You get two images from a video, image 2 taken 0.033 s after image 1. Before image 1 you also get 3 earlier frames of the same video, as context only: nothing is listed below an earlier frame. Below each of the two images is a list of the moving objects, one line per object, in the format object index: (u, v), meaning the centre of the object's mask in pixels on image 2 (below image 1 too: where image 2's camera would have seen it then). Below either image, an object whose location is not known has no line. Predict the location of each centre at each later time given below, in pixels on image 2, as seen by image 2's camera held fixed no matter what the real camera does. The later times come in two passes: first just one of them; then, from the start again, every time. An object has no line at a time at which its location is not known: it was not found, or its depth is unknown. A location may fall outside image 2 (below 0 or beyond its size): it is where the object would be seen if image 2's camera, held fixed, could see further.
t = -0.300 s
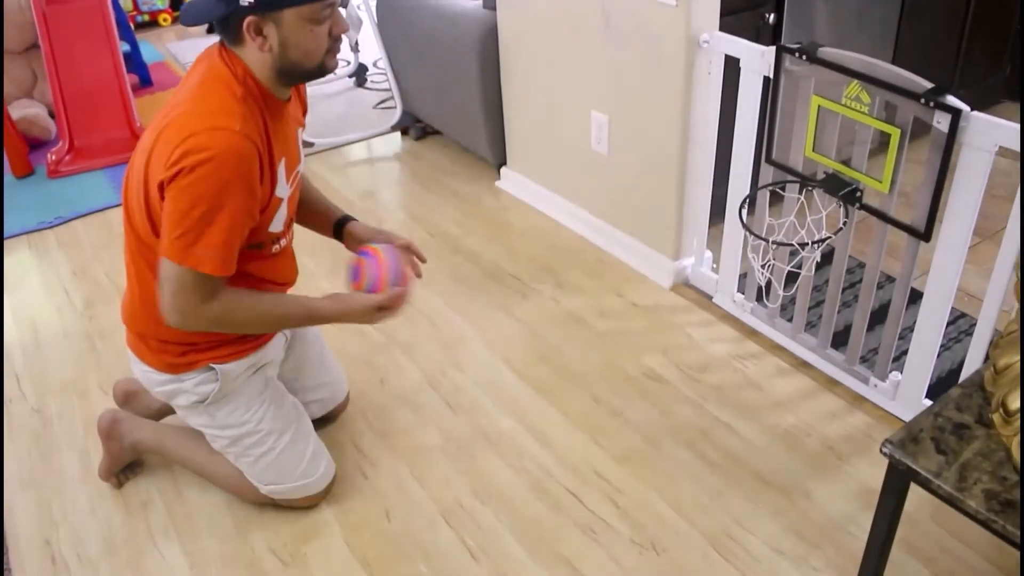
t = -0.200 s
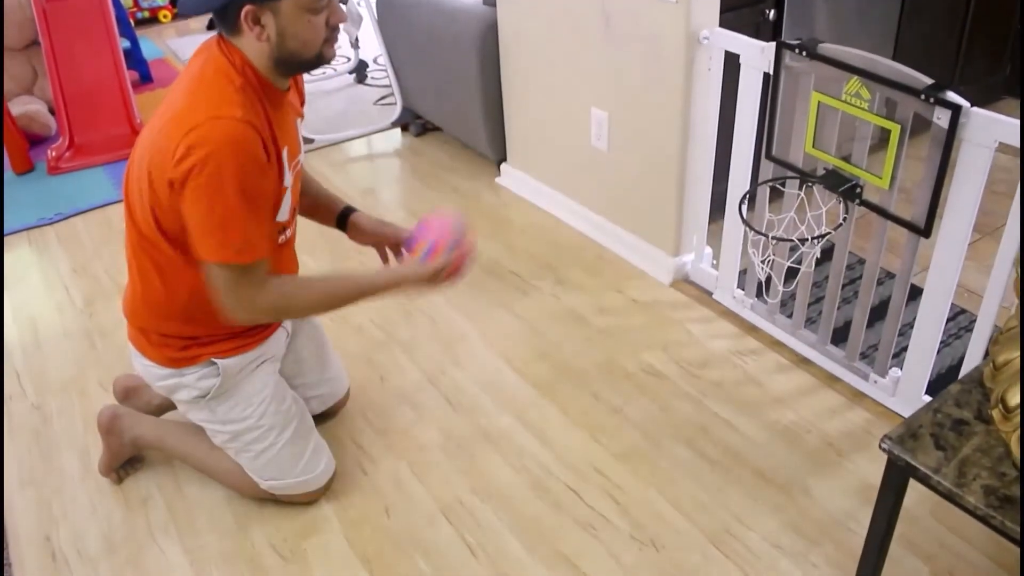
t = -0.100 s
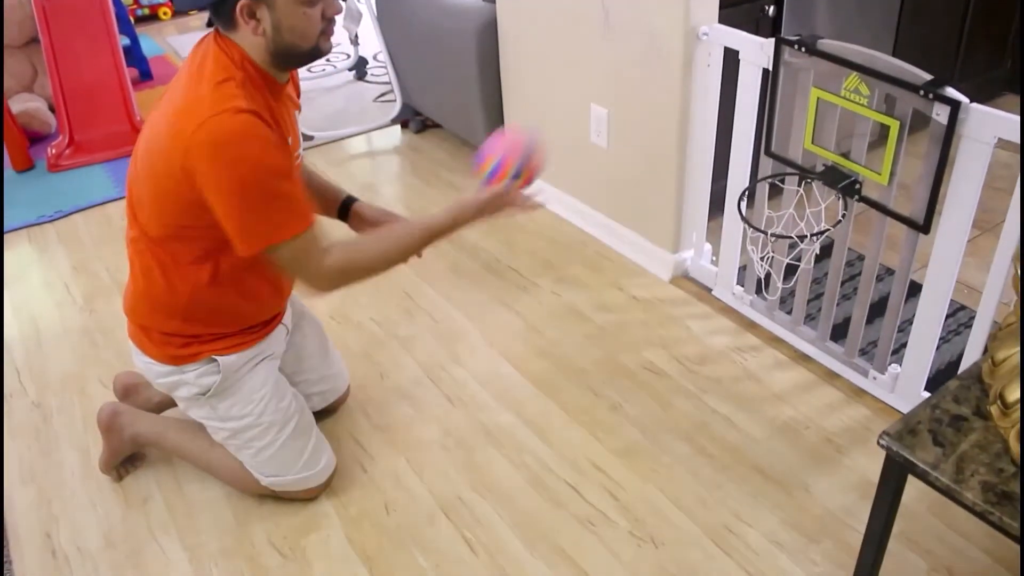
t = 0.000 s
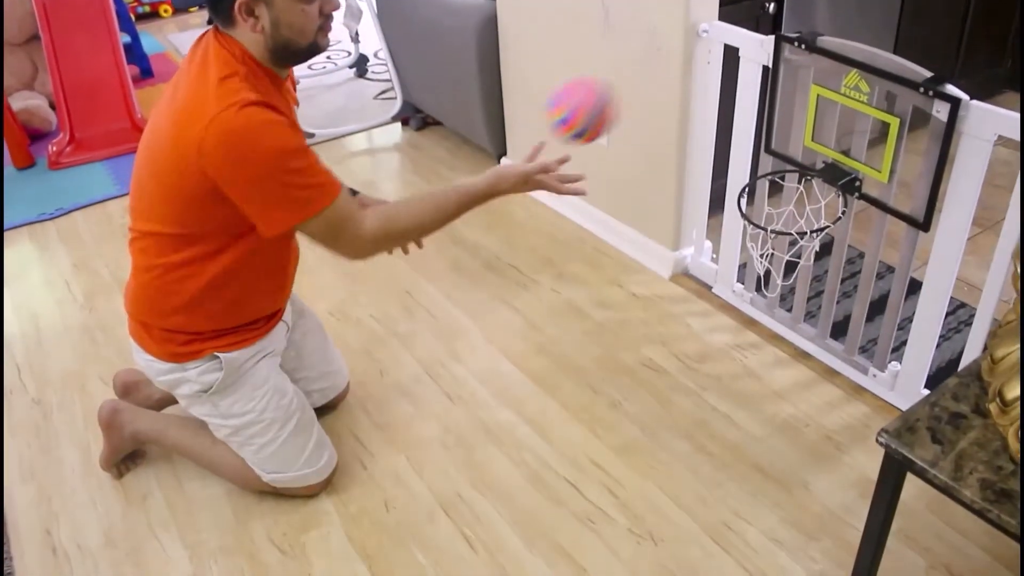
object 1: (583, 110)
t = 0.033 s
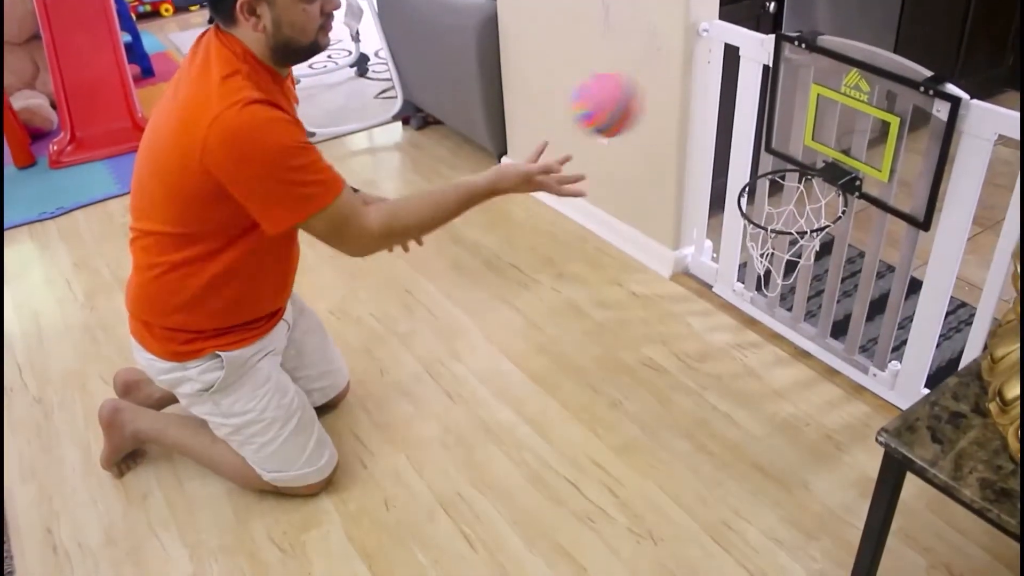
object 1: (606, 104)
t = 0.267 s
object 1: (742, 178)
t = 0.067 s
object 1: (629, 105)
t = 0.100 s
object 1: (651, 110)
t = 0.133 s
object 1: (672, 120)
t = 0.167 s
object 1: (695, 136)
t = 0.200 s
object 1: (712, 154)
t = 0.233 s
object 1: (734, 179)
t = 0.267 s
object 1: (742, 178)
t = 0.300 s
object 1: (748, 176)
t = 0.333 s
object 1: (754, 177)
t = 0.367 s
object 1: (767, 175)
